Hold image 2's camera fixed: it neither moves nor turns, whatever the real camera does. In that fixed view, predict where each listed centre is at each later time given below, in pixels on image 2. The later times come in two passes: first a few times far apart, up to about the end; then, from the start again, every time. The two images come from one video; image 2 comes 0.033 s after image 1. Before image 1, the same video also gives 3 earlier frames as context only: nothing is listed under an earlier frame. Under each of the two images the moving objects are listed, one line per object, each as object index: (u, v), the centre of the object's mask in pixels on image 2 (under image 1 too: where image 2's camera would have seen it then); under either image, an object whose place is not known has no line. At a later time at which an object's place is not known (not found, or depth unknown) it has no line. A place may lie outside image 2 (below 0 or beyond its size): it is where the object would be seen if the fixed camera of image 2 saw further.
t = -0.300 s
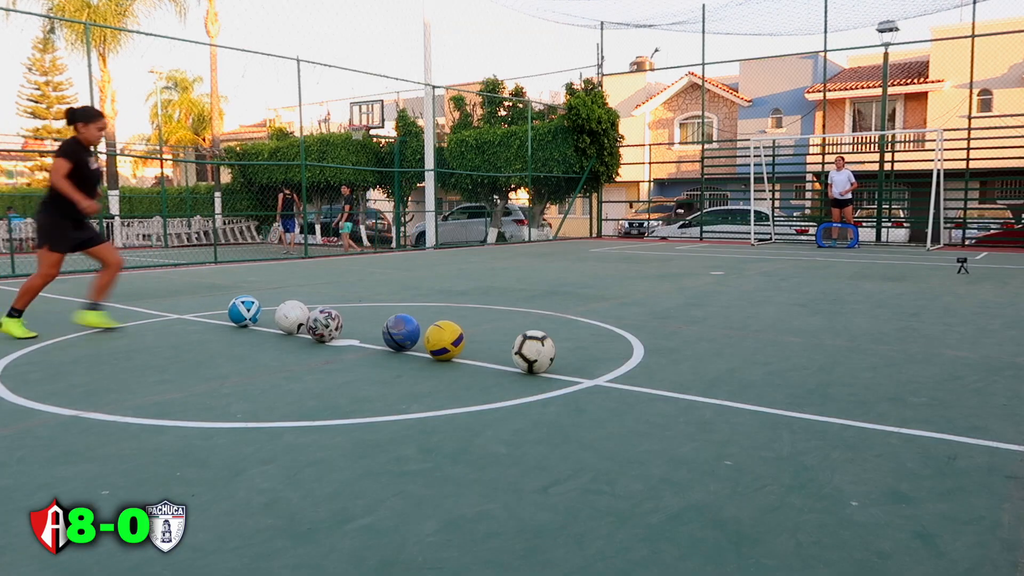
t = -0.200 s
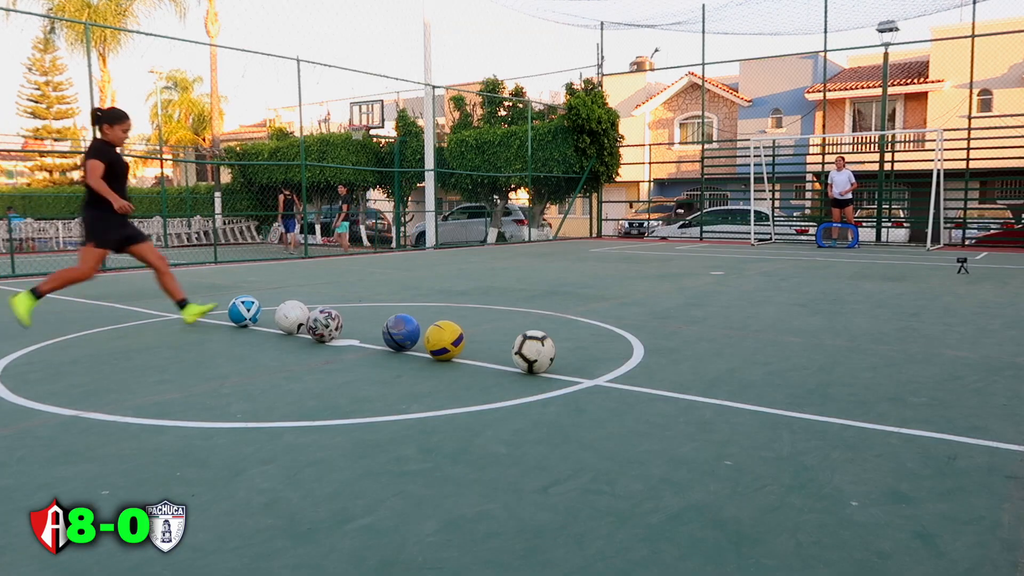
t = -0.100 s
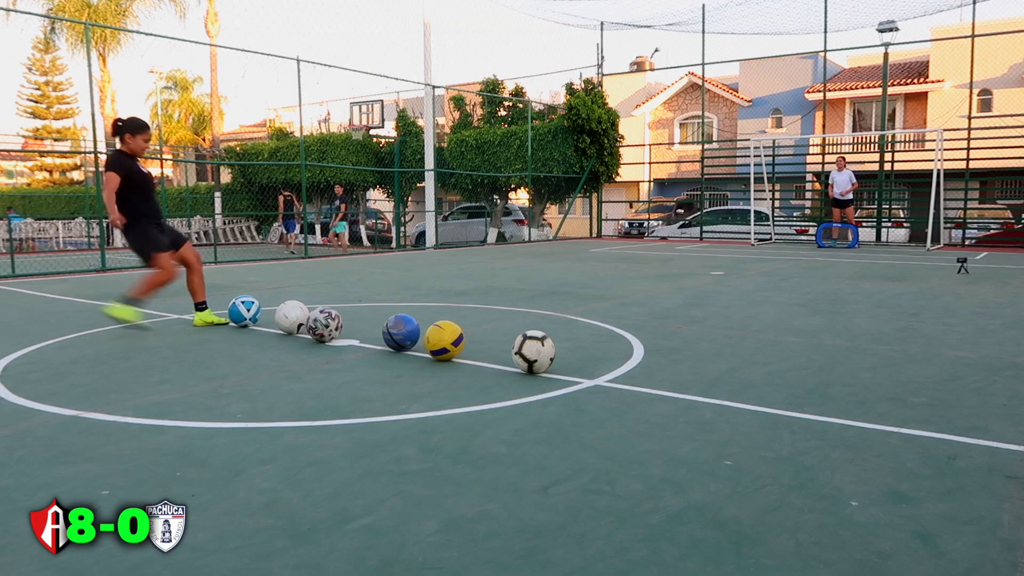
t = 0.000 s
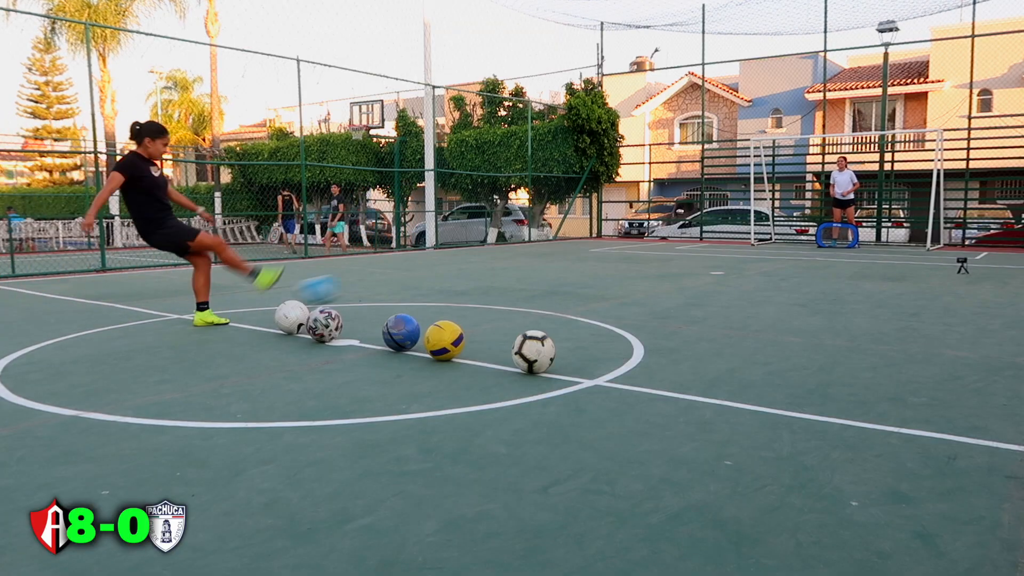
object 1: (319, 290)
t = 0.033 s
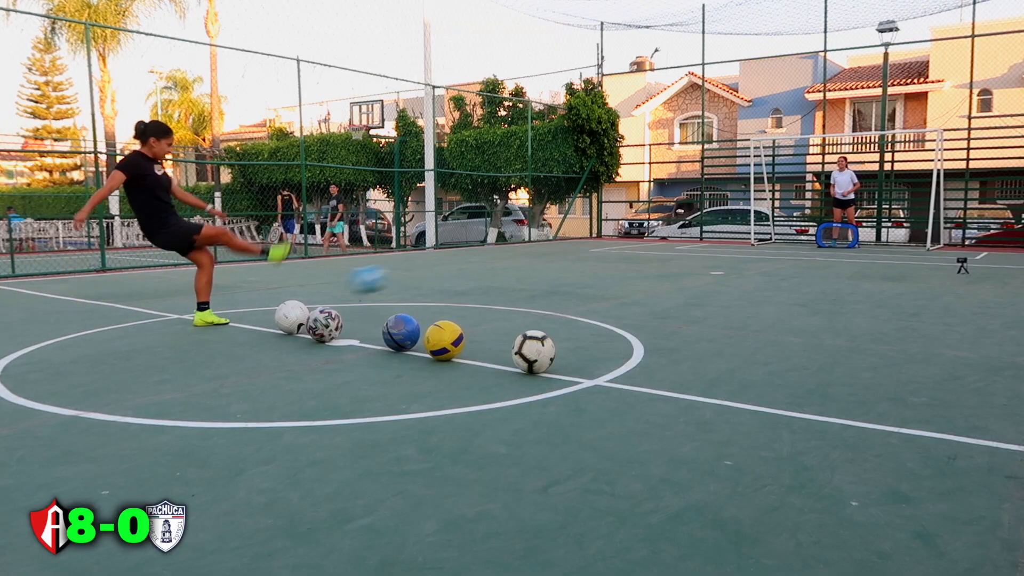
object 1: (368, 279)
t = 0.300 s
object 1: (630, 250)
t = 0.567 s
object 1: (759, 244)
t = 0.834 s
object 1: (831, 246)
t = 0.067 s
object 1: (413, 270)
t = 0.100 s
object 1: (453, 263)
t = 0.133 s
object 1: (490, 258)
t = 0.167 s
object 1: (523, 253)
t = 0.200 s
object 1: (553, 251)
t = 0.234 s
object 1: (580, 249)
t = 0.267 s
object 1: (605, 248)
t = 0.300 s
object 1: (630, 250)
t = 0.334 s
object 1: (651, 250)
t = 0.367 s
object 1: (671, 253)
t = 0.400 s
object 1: (690, 256)
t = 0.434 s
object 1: (708, 260)
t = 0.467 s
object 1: (722, 258)
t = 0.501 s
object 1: (734, 252)
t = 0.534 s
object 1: (747, 247)
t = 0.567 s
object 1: (759, 244)
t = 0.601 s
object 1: (769, 241)
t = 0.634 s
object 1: (780, 239)
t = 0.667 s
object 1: (790, 238)
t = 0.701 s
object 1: (799, 239)
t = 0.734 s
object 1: (808, 239)
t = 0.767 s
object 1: (816, 241)
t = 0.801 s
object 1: (825, 243)
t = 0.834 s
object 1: (831, 246)
